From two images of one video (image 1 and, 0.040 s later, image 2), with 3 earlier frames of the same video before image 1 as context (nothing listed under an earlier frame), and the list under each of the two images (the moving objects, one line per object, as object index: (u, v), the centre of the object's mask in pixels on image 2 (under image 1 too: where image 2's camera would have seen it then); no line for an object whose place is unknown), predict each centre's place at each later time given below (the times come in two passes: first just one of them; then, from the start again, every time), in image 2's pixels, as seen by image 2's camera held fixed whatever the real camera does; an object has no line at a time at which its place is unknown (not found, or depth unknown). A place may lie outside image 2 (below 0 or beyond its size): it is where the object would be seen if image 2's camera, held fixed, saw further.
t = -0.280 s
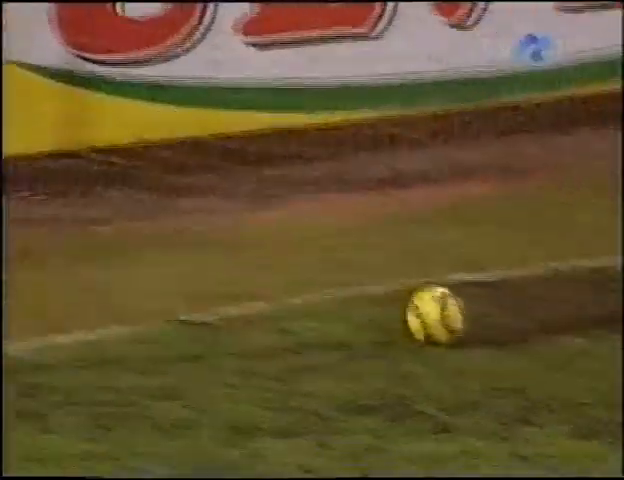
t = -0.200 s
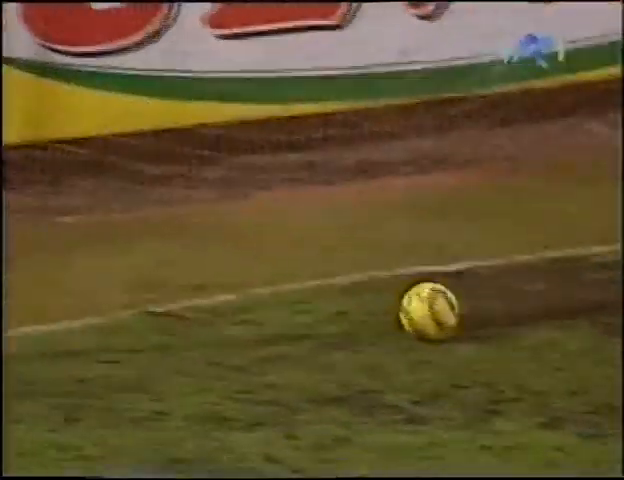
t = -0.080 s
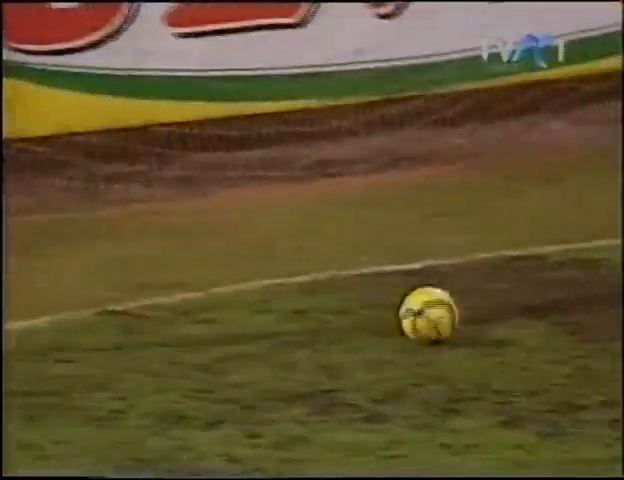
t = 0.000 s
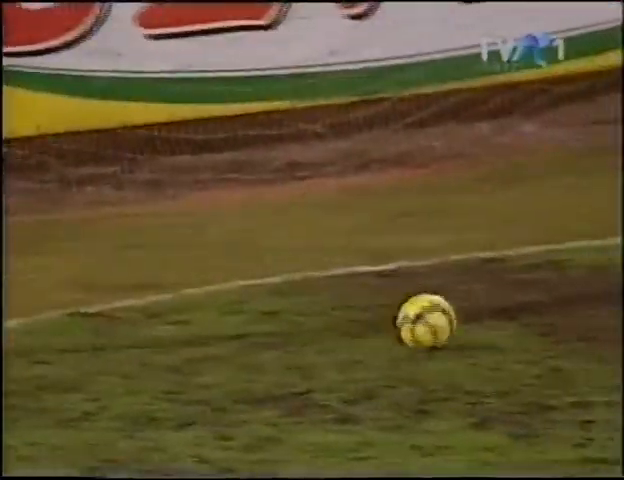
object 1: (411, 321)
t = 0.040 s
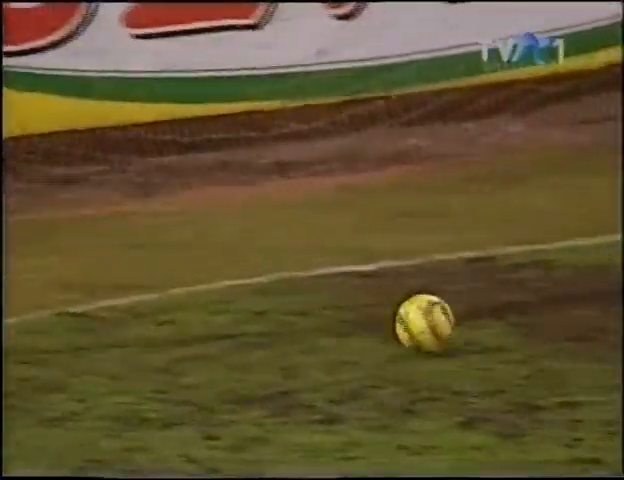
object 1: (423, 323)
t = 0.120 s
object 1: (448, 328)
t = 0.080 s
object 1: (435, 326)
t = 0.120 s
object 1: (448, 328)
